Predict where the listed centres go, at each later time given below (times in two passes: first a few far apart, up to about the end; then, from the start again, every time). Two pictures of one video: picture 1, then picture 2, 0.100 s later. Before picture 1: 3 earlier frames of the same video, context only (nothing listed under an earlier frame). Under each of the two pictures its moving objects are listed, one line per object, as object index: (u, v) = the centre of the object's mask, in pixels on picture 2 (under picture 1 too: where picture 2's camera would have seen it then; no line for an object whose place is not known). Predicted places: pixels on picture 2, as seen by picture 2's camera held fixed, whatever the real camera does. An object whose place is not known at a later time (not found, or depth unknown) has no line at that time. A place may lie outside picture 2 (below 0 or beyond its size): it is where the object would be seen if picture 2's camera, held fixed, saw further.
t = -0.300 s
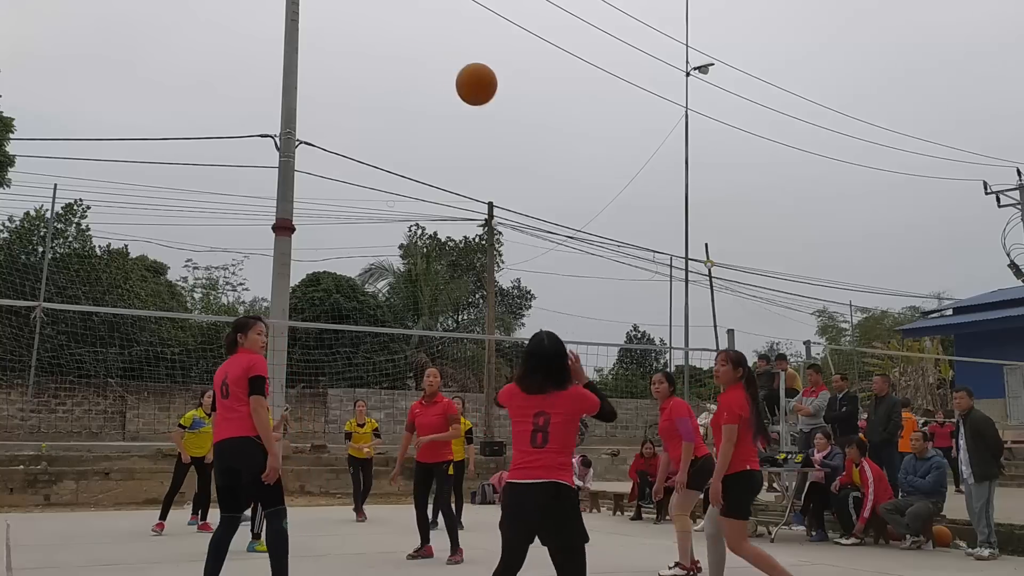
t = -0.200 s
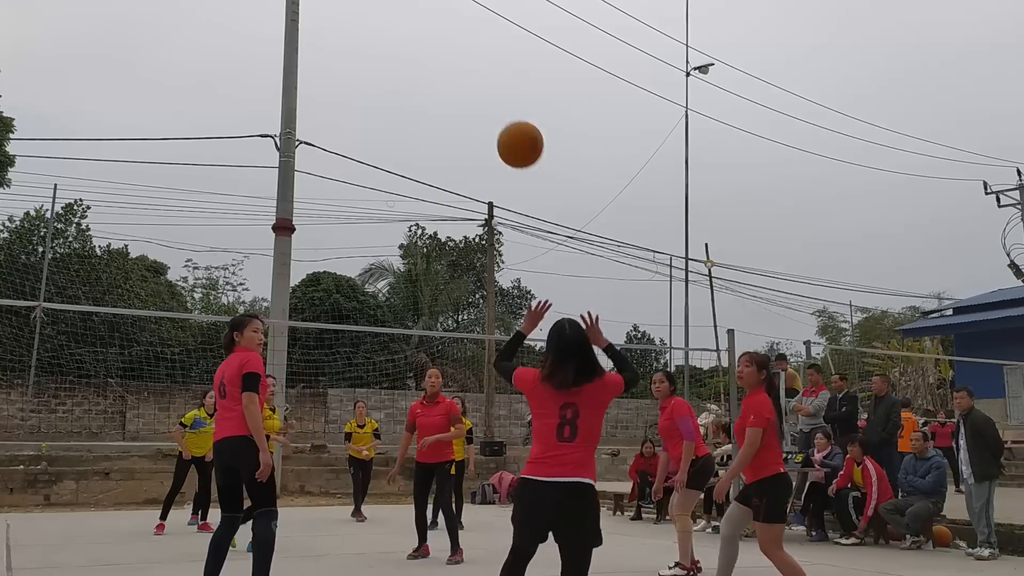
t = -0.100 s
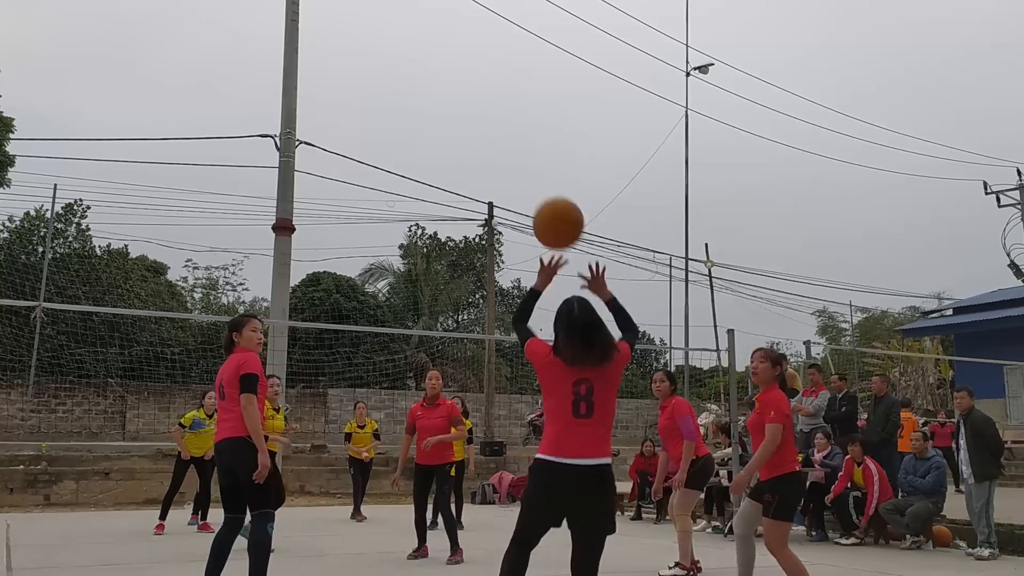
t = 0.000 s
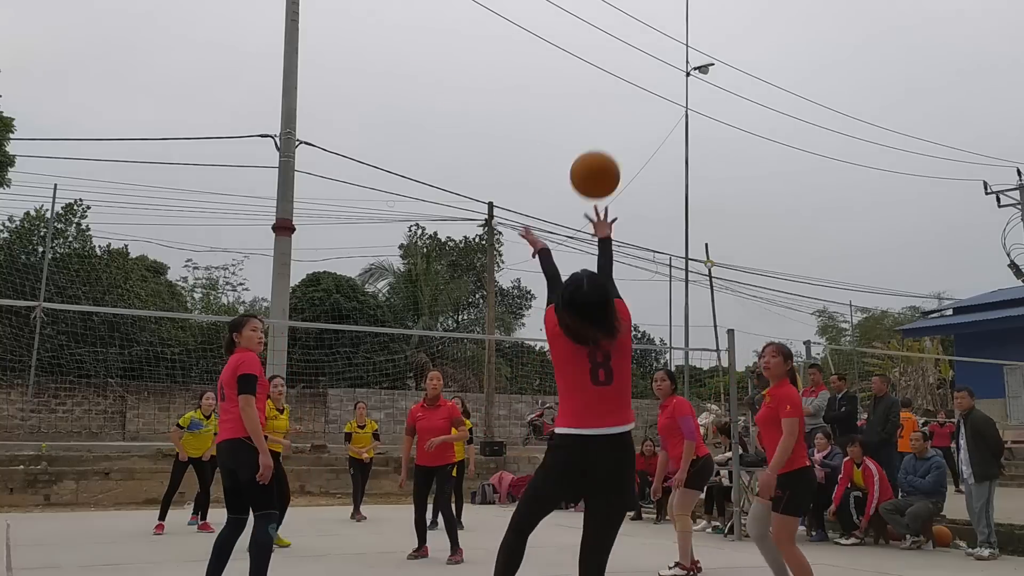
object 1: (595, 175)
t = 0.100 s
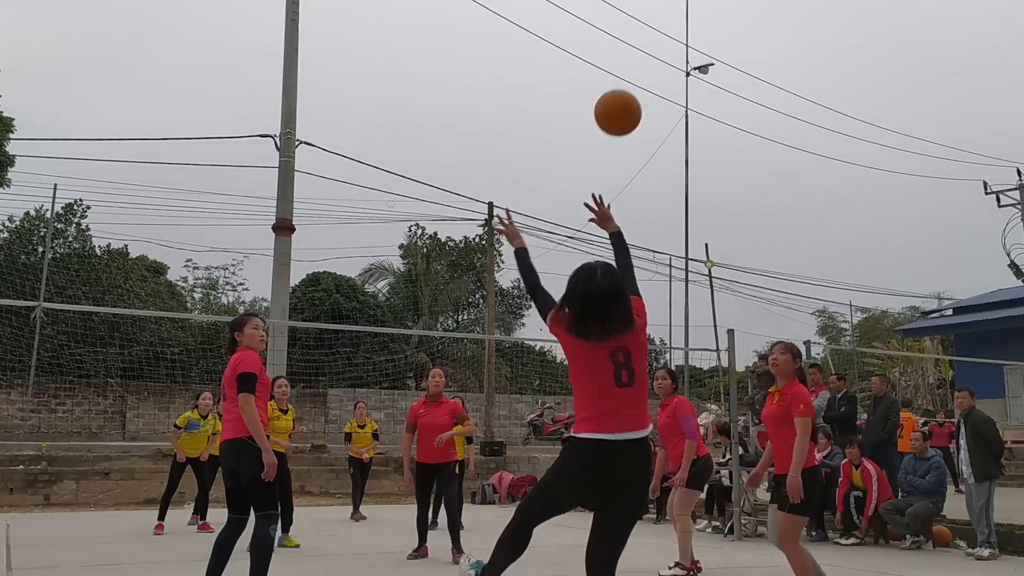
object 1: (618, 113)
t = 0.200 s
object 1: (637, 73)
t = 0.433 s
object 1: (676, 54)
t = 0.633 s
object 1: (705, 101)
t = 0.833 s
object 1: (729, 196)
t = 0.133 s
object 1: (625, 97)
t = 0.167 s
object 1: (631, 84)
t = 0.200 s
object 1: (637, 73)
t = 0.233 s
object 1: (643, 65)
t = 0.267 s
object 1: (649, 58)
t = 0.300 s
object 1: (656, 53)
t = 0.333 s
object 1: (661, 51)
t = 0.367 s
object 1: (667, 50)
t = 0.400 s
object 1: (671, 52)
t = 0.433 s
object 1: (676, 54)
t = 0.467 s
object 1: (681, 58)
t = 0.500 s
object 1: (686, 64)
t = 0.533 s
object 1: (691, 71)
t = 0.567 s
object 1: (695, 80)
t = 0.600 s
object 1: (700, 90)
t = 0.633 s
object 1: (705, 101)
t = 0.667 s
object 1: (710, 114)
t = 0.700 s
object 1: (714, 128)
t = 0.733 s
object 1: (717, 144)
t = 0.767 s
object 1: (721, 160)
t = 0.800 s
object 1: (725, 178)
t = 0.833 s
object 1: (729, 196)
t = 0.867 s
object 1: (733, 216)
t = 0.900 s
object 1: (737, 237)
